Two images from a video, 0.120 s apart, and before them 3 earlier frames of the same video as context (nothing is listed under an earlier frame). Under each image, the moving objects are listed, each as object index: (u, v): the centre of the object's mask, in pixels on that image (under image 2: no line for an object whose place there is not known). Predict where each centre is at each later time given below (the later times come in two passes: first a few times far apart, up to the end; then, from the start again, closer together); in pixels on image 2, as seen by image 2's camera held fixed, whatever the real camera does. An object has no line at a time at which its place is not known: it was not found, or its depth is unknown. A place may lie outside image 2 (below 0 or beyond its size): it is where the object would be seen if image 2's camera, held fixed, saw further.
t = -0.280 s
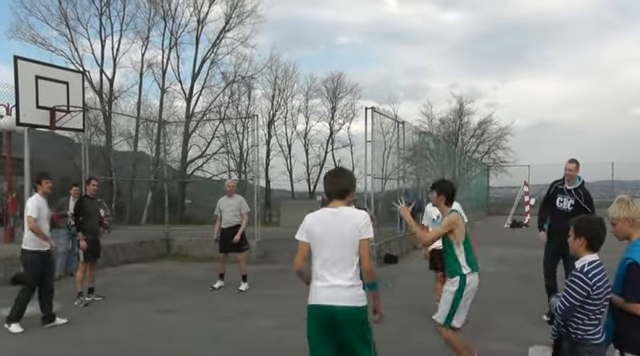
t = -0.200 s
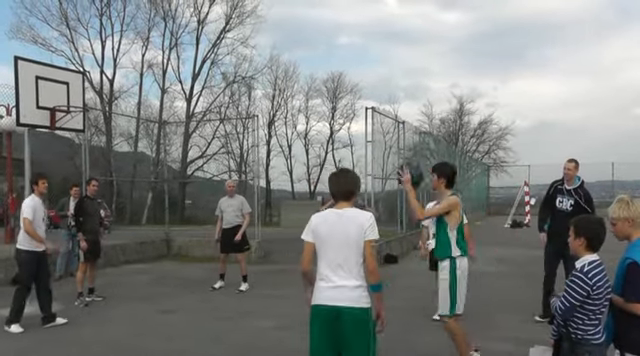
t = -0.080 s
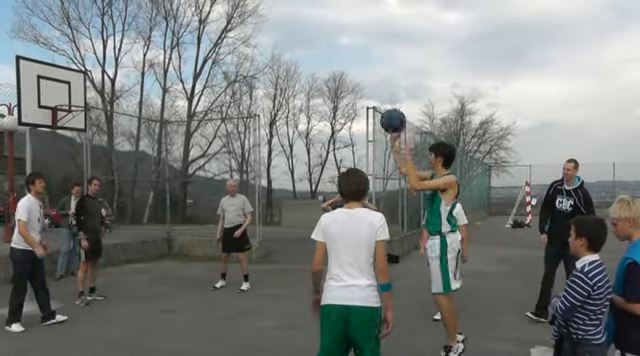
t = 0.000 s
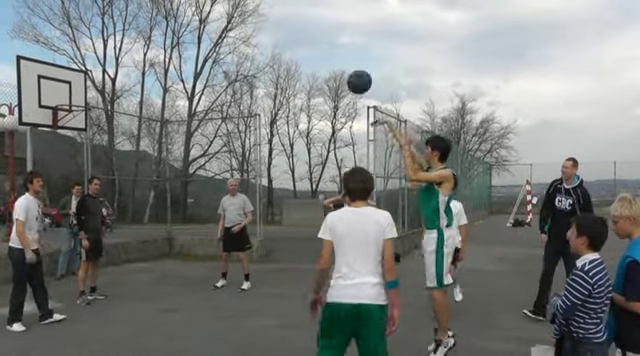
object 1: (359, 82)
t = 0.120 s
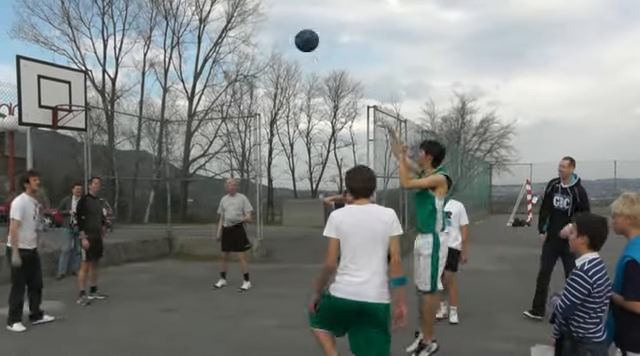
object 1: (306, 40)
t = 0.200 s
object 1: (275, 22)
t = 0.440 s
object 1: (194, 4)
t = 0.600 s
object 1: (150, 12)
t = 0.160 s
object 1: (290, 30)
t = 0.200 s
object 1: (275, 22)
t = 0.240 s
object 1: (260, 15)
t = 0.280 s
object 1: (246, 9)
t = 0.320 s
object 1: (232, 7)
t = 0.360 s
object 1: (219, 5)
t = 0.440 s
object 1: (194, 4)
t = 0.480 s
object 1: (182, 5)
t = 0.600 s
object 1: (150, 12)
